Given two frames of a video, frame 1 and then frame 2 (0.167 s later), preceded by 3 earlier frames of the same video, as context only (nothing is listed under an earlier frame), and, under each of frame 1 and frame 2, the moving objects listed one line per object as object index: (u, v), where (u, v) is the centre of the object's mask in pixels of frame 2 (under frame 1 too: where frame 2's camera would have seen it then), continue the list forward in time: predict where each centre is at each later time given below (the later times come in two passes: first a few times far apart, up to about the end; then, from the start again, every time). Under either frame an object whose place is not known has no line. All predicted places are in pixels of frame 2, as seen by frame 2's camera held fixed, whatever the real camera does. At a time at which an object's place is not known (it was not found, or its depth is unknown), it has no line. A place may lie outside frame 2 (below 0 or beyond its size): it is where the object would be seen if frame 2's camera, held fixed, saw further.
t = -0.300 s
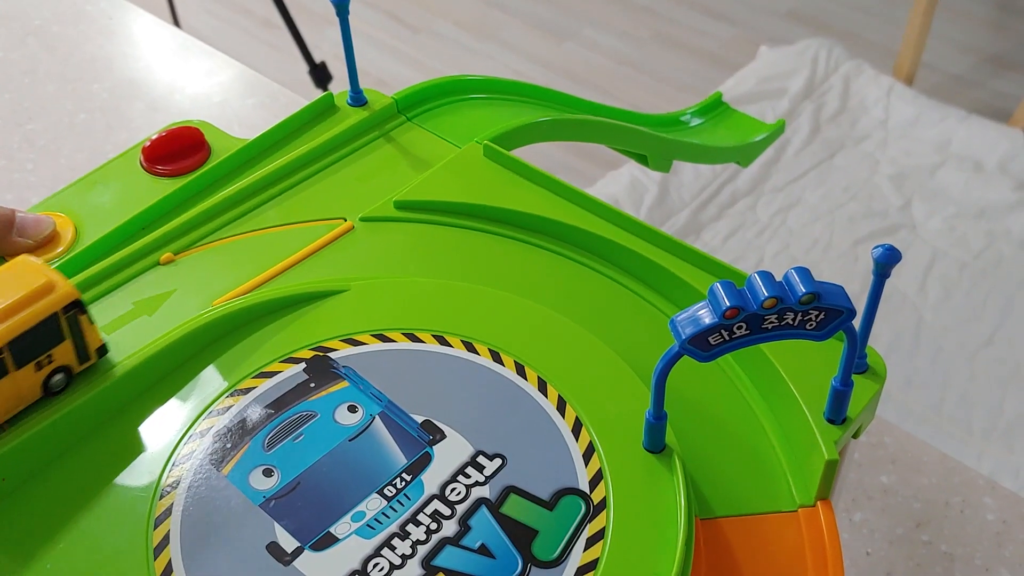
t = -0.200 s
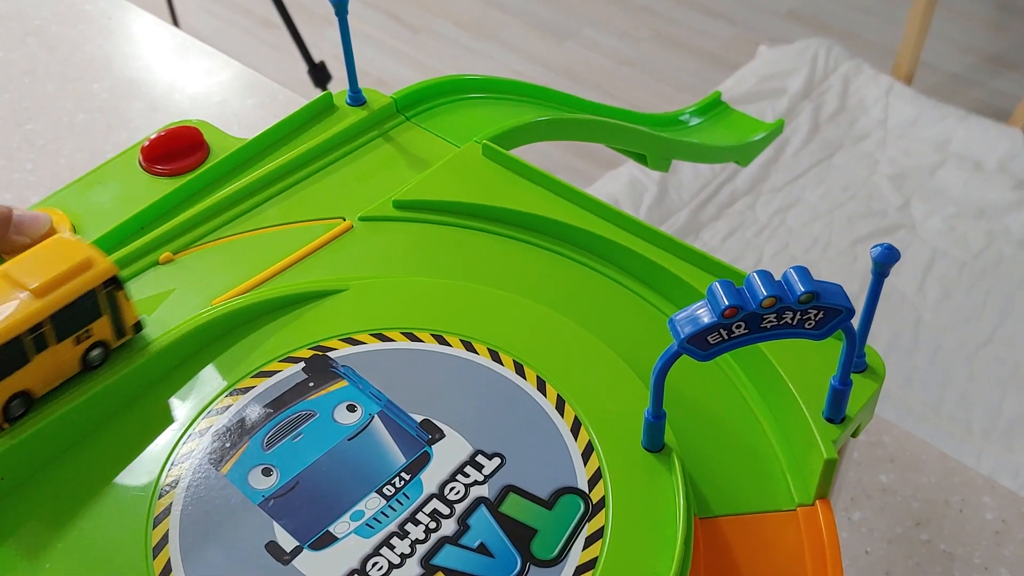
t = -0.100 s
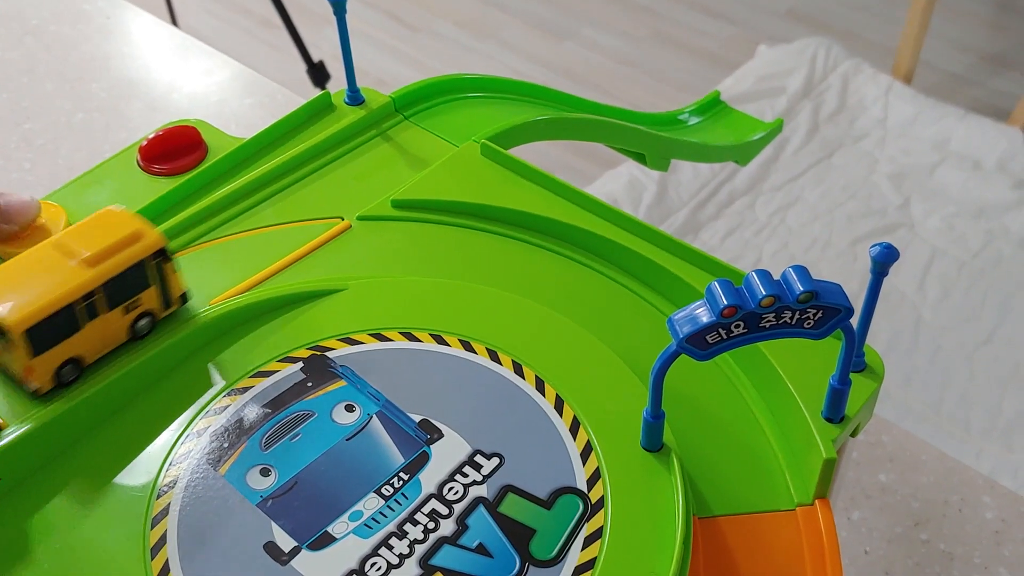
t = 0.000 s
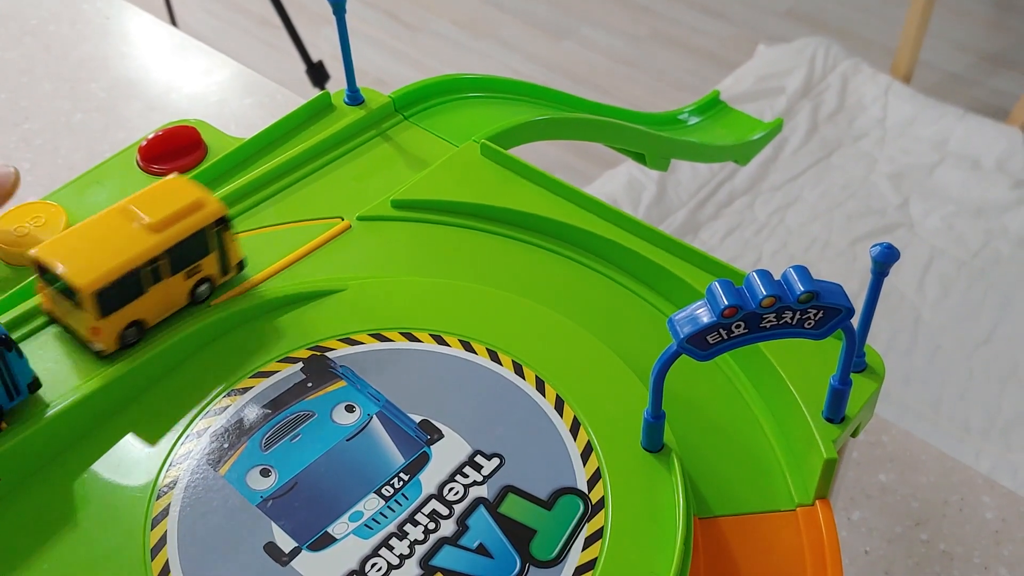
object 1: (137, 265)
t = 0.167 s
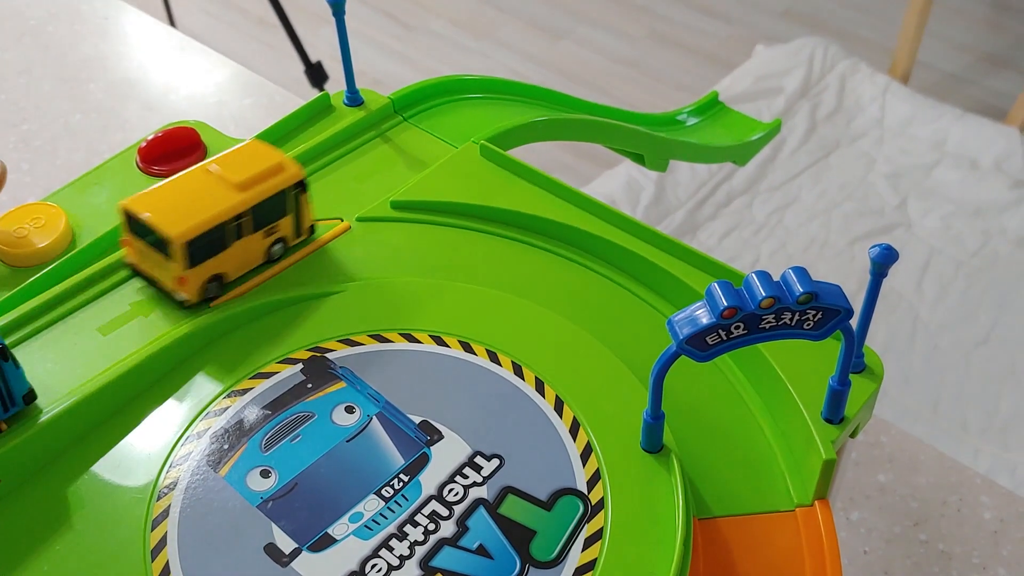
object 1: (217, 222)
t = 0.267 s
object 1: (268, 193)
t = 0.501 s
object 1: (402, 112)
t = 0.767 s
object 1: (605, 86)
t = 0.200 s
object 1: (234, 214)
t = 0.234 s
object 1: (250, 204)
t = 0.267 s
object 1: (268, 193)
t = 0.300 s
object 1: (287, 182)
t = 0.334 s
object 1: (306, 171)
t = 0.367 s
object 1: (325, 160)
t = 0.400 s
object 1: (344, 148)
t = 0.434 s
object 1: (363, 136)
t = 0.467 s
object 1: (382, 124)
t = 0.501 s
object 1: (402, 112)
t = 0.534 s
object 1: (422, 101)
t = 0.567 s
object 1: (443, 91)
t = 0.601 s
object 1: (465, 80)
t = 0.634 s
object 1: (488, 74)
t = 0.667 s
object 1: (516, 71)
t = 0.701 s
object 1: (543, 73)
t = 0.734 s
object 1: (573, 78)
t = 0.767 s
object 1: (605, 86)
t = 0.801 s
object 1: (640, 98)
